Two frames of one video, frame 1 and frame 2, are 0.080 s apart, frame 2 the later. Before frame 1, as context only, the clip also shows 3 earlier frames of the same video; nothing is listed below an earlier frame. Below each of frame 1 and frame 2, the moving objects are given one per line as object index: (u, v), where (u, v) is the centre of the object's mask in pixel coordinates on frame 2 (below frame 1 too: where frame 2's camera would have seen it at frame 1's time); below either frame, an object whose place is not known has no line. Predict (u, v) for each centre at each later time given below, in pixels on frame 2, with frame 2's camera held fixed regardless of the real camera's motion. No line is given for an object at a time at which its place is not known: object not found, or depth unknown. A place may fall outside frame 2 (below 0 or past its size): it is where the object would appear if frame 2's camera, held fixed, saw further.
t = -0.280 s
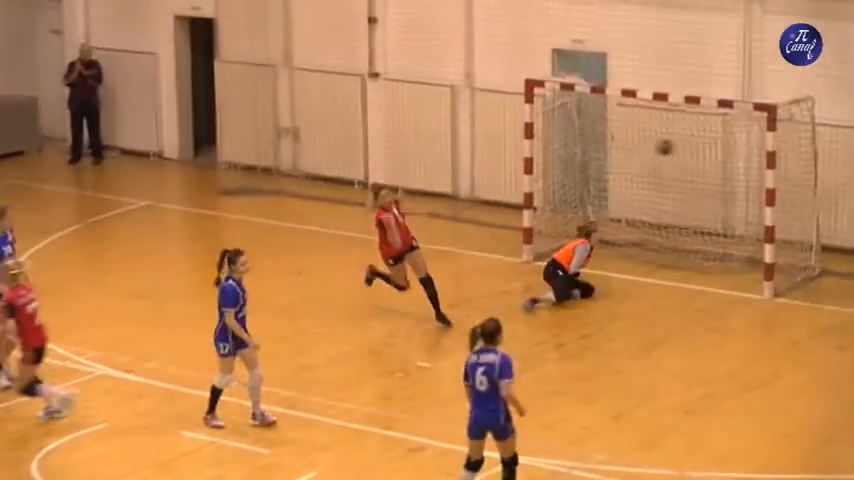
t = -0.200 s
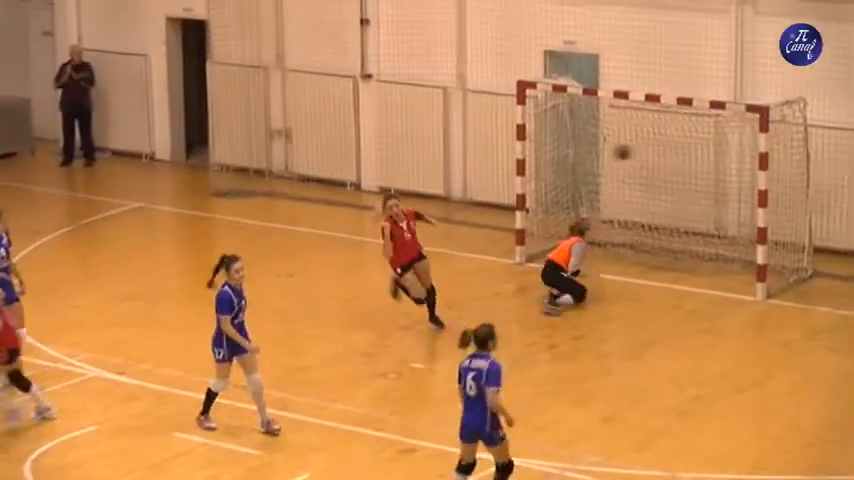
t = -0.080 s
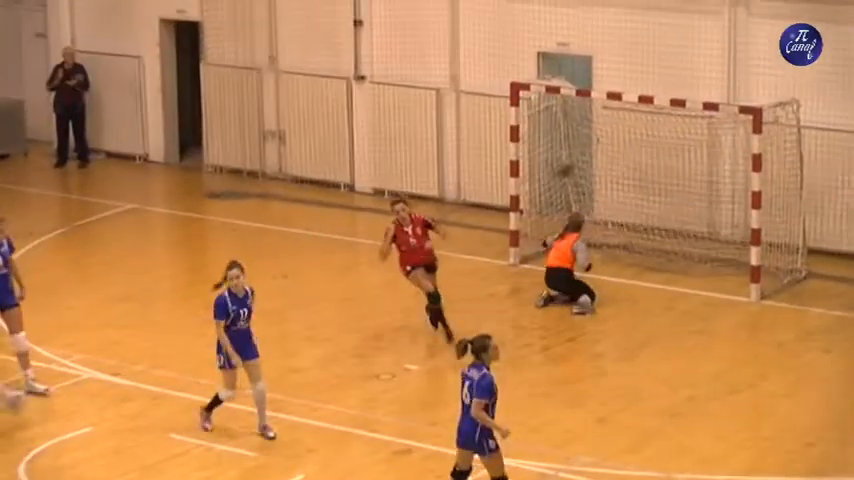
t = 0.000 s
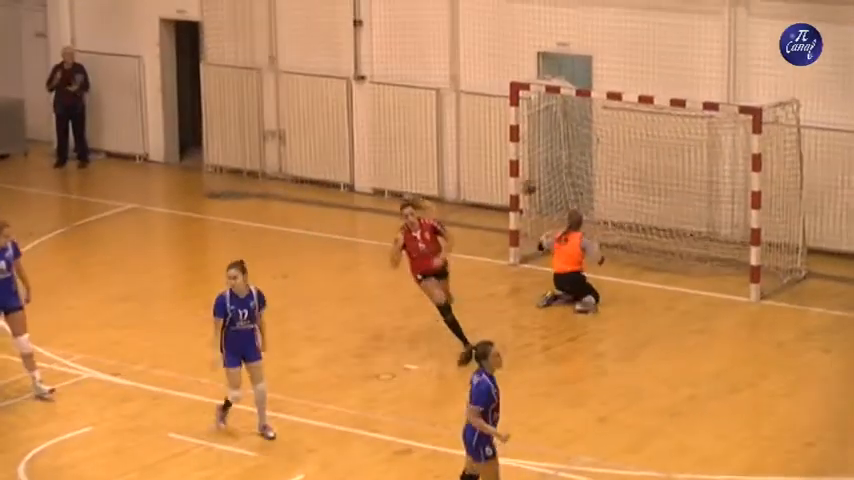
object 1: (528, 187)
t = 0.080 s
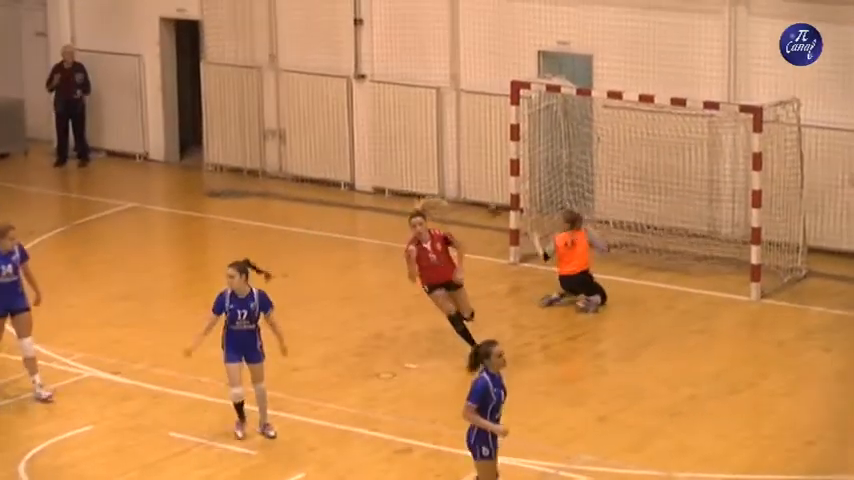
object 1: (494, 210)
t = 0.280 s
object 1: (408, 292)
